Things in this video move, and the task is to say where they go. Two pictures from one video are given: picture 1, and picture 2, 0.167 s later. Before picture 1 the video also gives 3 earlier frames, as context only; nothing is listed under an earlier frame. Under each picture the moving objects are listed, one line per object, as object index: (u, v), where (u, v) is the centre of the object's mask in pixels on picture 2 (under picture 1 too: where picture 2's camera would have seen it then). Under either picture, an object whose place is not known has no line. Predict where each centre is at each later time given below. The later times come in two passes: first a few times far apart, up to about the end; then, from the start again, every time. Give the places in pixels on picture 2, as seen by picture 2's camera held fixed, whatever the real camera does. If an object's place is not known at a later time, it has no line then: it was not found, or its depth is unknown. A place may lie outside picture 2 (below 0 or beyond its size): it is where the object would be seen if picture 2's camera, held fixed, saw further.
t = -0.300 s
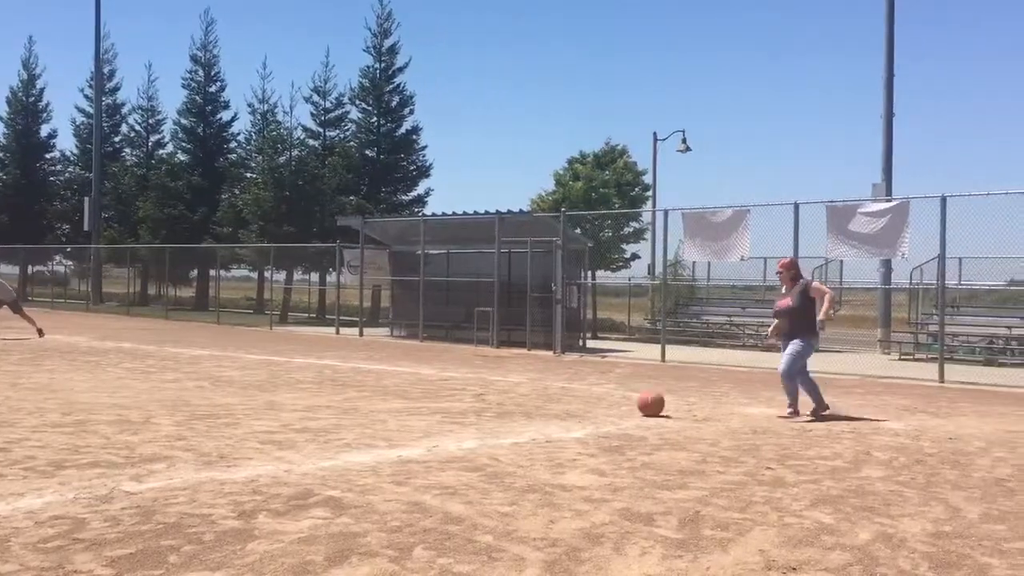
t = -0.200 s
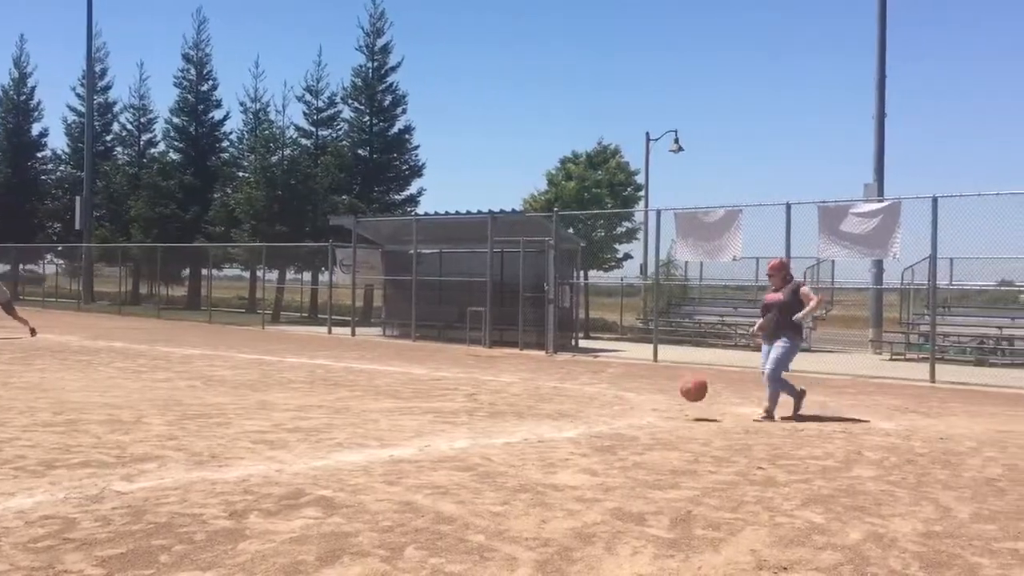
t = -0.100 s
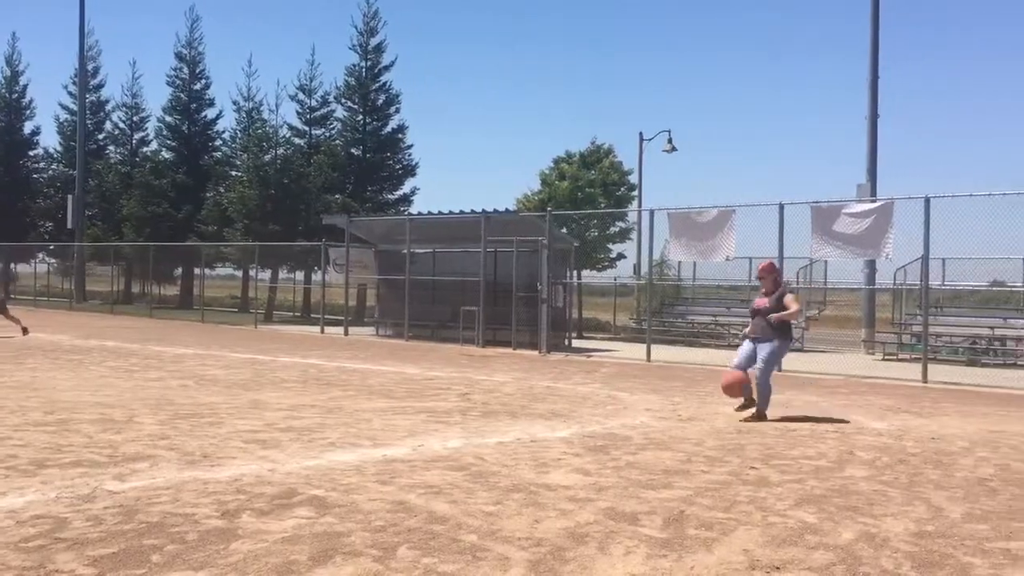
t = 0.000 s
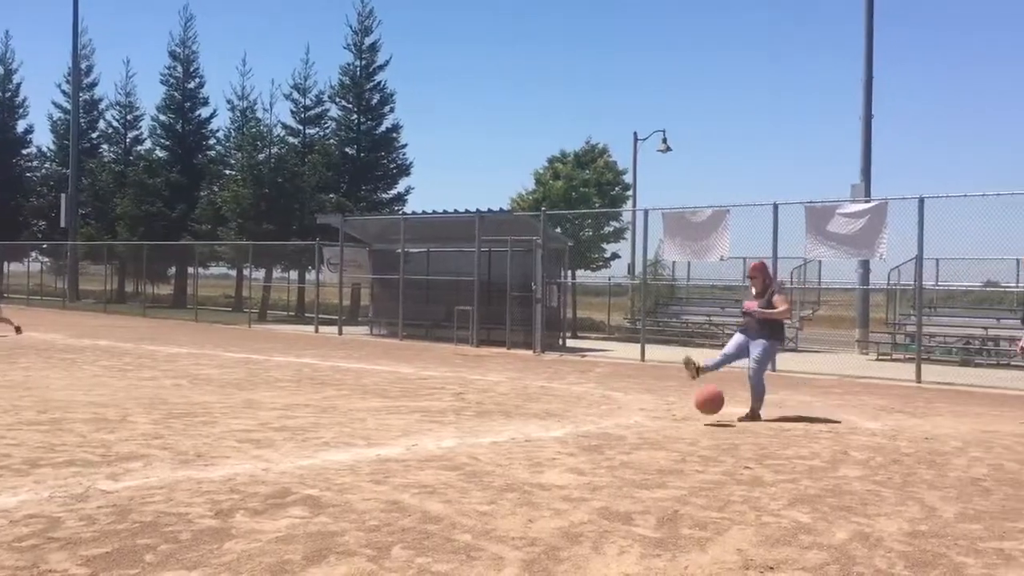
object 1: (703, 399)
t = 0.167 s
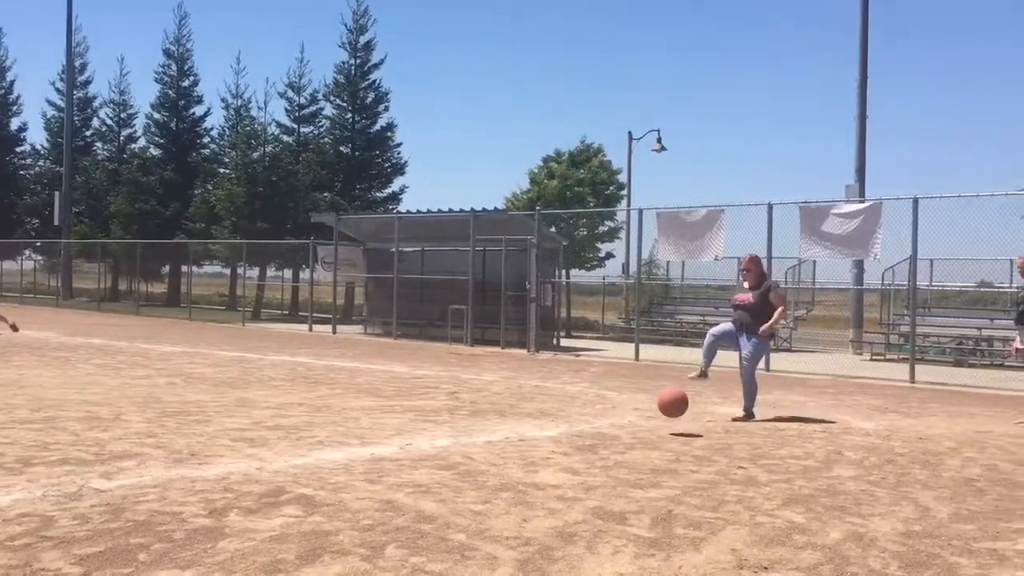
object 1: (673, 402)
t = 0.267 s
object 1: (656, 398)
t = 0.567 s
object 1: (600, 431)
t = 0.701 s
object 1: (573, 427)
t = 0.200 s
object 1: (667, 400)
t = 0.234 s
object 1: (662, 399)
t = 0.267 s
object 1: (656, 398)
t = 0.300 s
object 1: (650, 400)
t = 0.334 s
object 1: (644, 402)
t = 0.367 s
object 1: (638, 406)
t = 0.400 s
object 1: (632, 413)
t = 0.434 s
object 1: (626, 421)
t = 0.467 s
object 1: (620, 429)
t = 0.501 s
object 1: (613, 438)
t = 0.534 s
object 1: (606, 436)
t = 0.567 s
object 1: (600, 431)
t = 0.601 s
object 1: (593, 429)
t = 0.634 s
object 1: (587, 426)
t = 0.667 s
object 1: (580, 426)
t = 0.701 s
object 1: (573, 427)
